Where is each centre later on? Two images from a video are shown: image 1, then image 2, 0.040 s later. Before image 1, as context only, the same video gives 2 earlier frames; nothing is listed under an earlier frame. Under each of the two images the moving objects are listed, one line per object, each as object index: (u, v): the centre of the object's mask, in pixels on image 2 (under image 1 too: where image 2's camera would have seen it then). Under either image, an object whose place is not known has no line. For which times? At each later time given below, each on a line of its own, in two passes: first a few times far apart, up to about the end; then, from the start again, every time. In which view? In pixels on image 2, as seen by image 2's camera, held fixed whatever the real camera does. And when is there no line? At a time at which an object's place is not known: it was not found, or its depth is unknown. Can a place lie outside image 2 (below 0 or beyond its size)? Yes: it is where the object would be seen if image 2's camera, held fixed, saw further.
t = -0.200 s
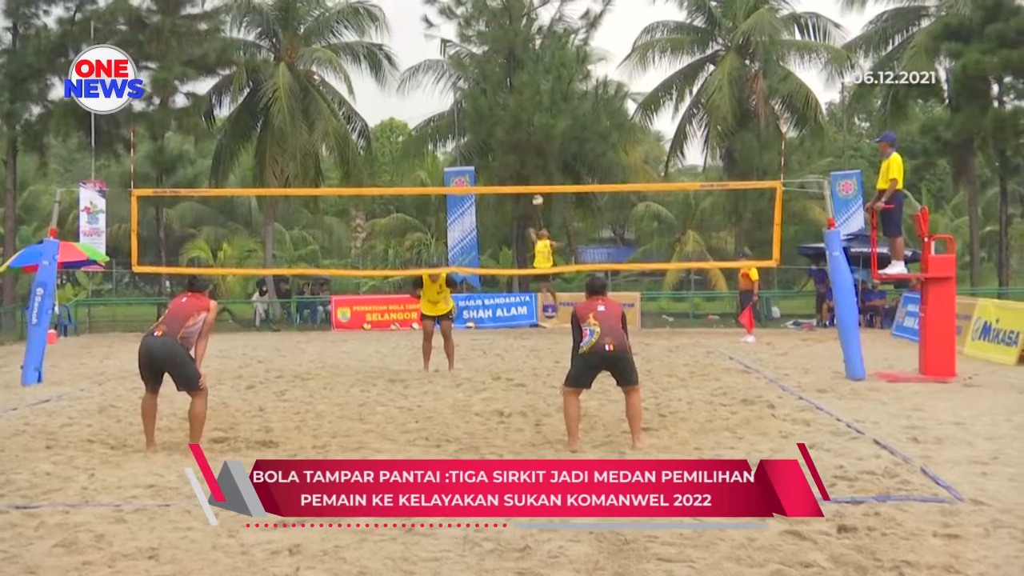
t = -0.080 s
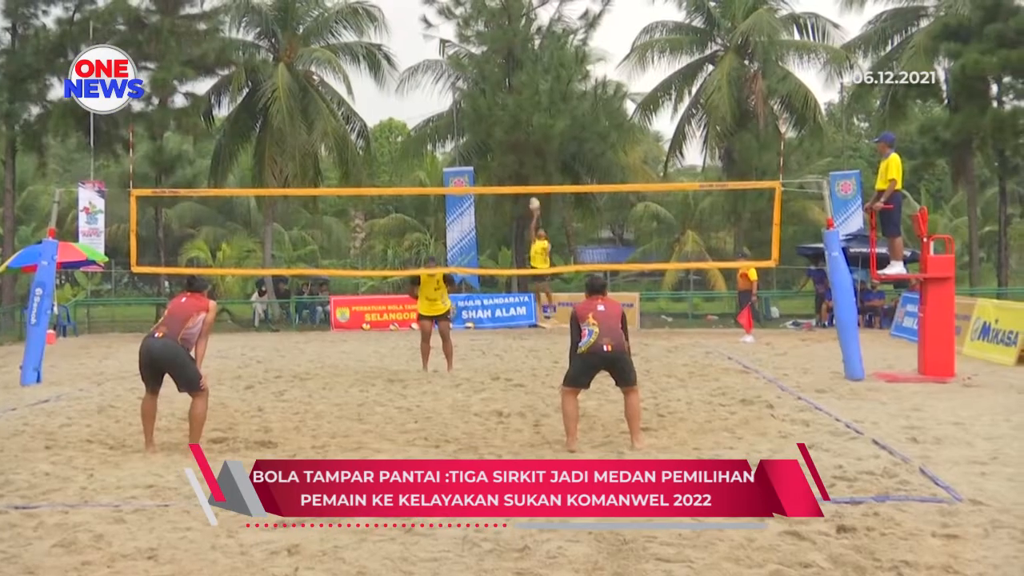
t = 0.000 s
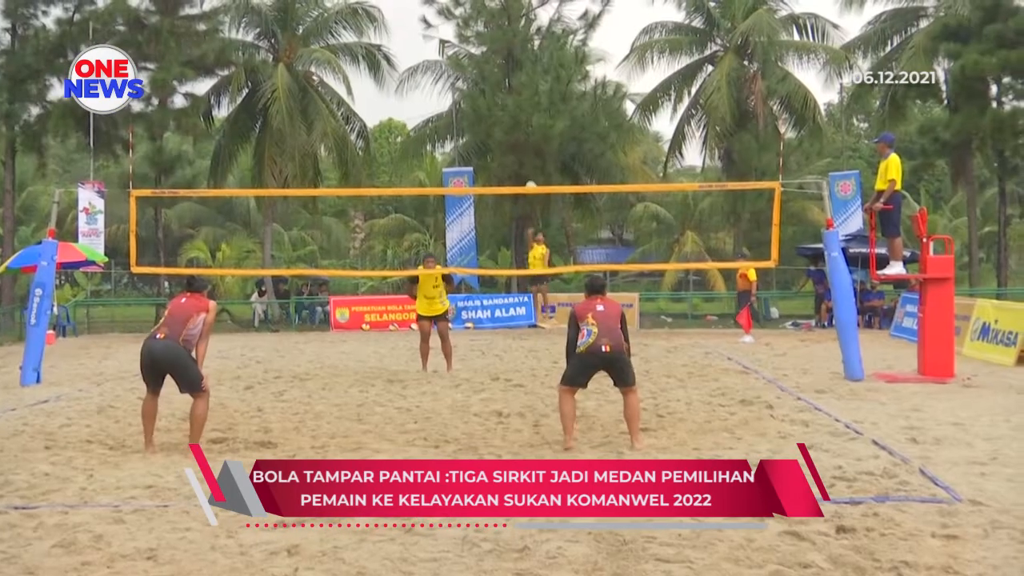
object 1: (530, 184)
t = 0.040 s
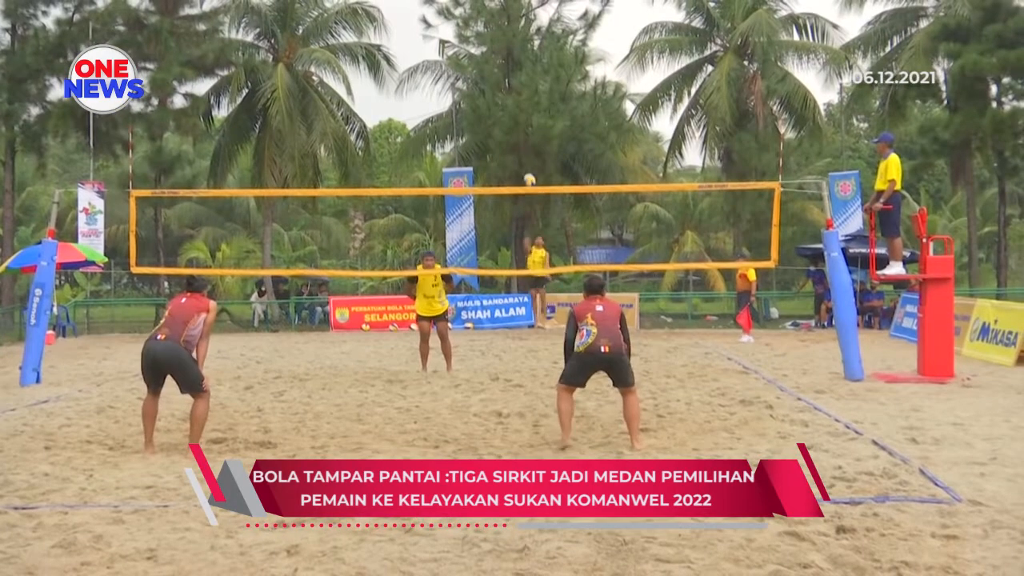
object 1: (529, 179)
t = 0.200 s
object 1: (522, 153)
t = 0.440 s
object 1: (512, 129)
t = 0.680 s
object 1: (498, 143)
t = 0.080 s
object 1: (527, 172)
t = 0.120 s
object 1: (526, 166)
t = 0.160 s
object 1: (524, 159)
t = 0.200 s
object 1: (522, 153)
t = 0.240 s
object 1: (520, 145)
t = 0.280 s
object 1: (518, 141)
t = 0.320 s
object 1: (517, 137)
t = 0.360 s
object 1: (515, 133)
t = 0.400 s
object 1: (514, 131)
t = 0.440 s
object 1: (512, 129)
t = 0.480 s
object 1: (509, 128)
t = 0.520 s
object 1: (507, 128)
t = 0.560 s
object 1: (504, 130)
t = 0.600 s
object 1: (502, 133)
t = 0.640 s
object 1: (500, 137)
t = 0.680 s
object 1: (498, 143)
